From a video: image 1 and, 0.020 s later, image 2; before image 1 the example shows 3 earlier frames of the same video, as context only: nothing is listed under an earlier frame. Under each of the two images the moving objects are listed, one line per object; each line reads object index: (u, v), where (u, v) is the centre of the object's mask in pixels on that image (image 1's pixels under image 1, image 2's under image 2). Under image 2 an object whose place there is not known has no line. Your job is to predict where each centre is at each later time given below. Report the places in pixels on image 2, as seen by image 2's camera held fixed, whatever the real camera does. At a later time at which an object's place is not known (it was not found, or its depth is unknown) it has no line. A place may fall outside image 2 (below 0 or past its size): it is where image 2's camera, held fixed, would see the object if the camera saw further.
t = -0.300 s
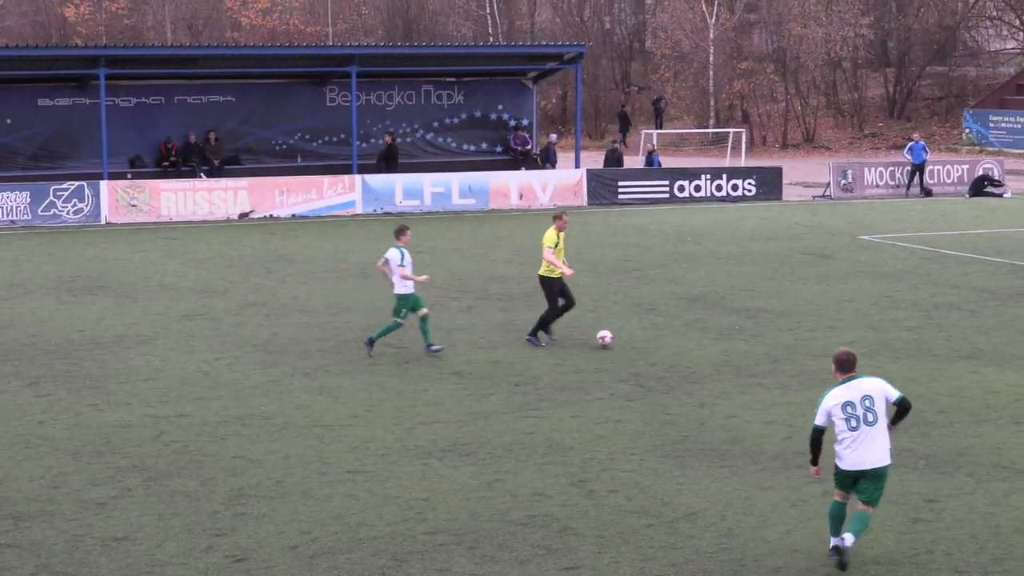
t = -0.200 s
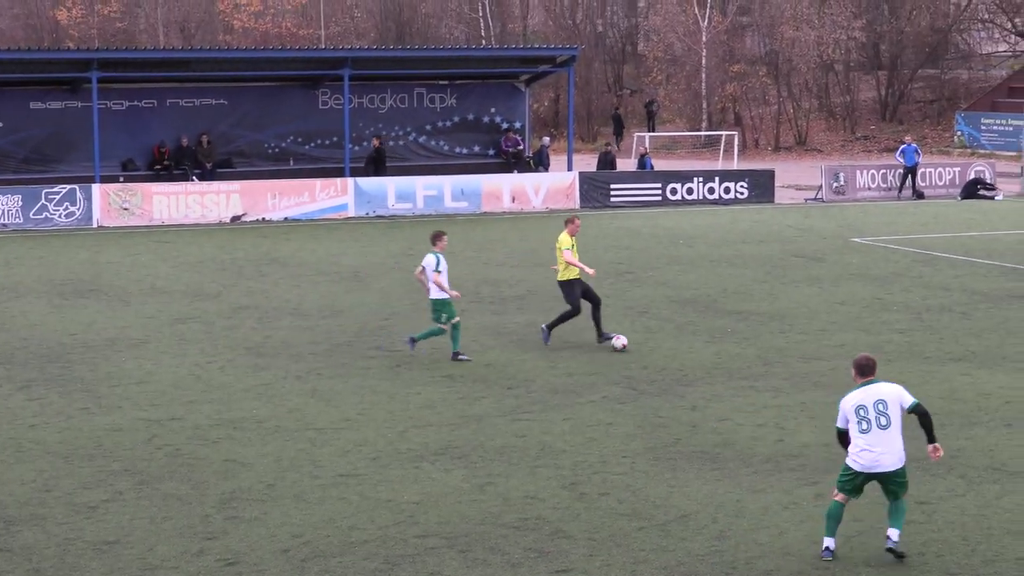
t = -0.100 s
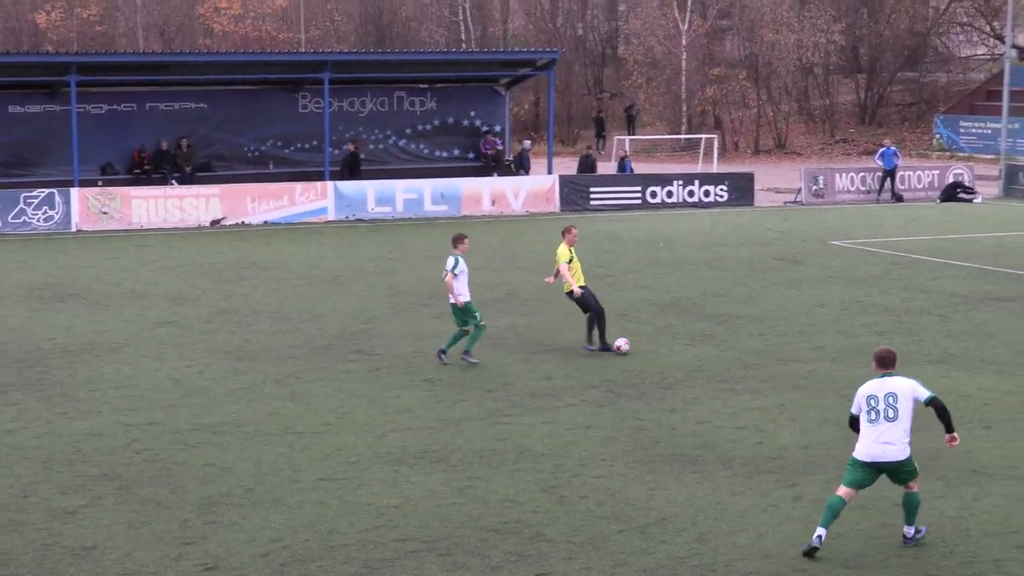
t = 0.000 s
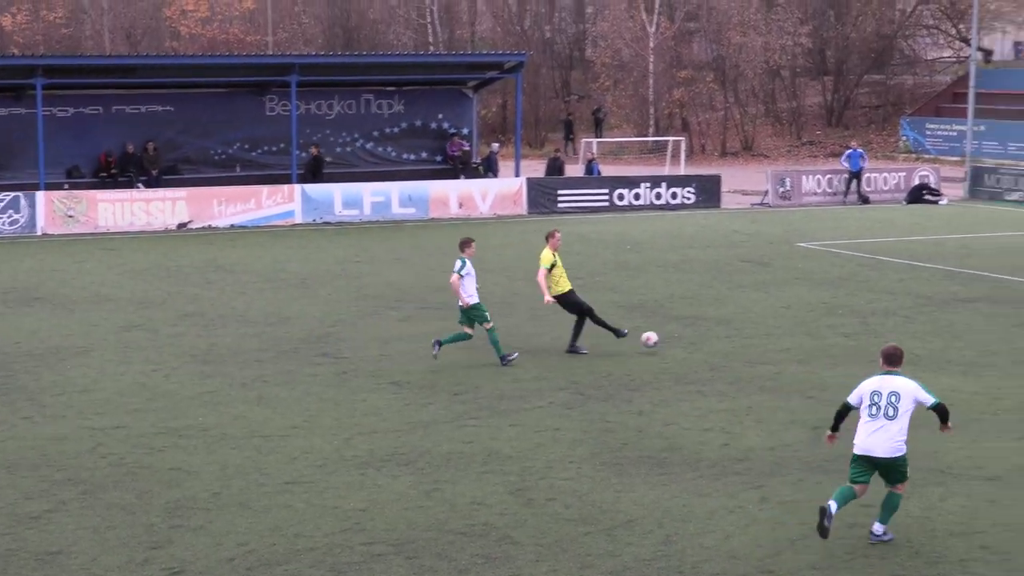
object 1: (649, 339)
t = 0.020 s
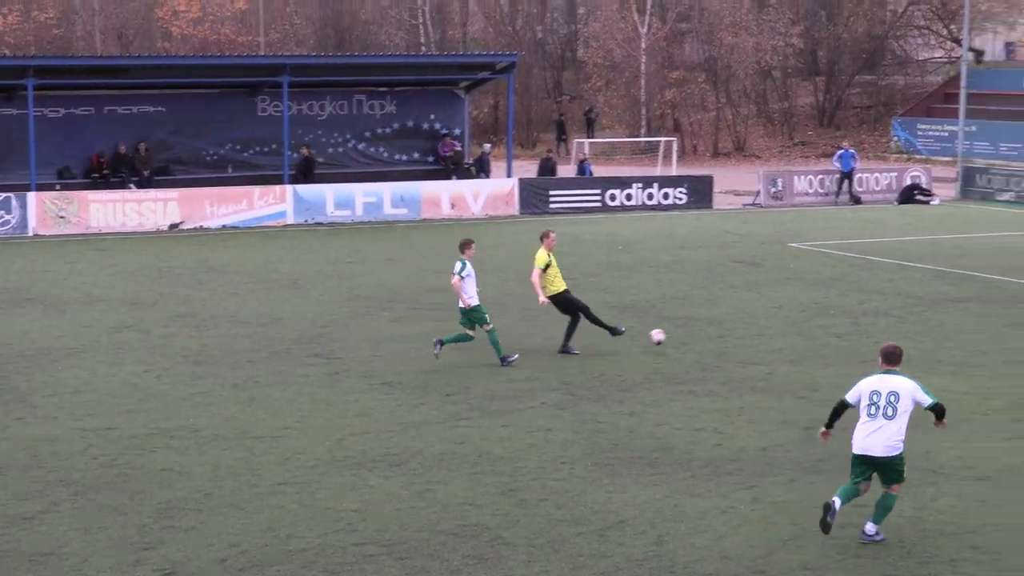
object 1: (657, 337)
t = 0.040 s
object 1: (671, 334)
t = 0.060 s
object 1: (686, 332)
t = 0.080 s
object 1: (700, 330)
